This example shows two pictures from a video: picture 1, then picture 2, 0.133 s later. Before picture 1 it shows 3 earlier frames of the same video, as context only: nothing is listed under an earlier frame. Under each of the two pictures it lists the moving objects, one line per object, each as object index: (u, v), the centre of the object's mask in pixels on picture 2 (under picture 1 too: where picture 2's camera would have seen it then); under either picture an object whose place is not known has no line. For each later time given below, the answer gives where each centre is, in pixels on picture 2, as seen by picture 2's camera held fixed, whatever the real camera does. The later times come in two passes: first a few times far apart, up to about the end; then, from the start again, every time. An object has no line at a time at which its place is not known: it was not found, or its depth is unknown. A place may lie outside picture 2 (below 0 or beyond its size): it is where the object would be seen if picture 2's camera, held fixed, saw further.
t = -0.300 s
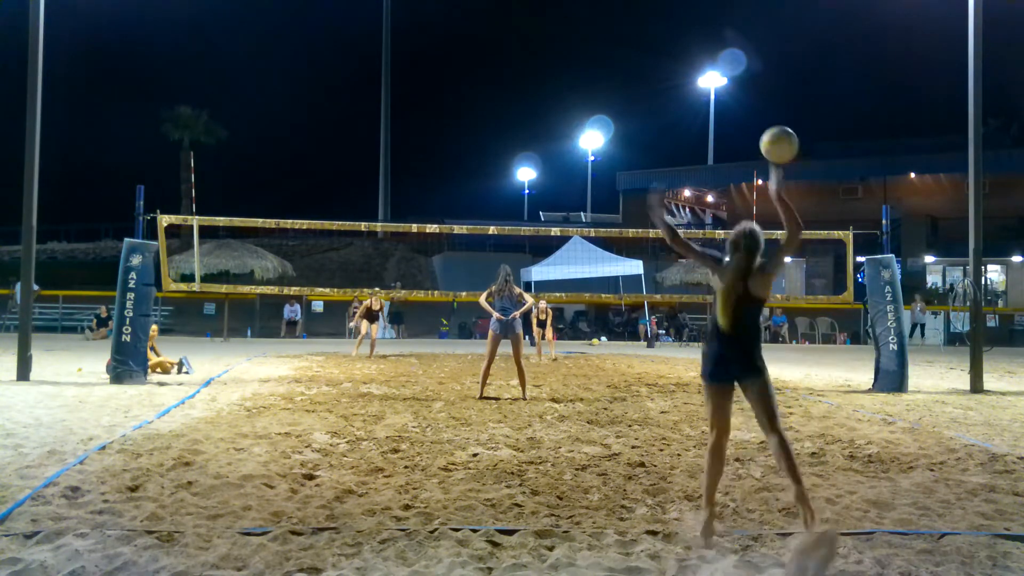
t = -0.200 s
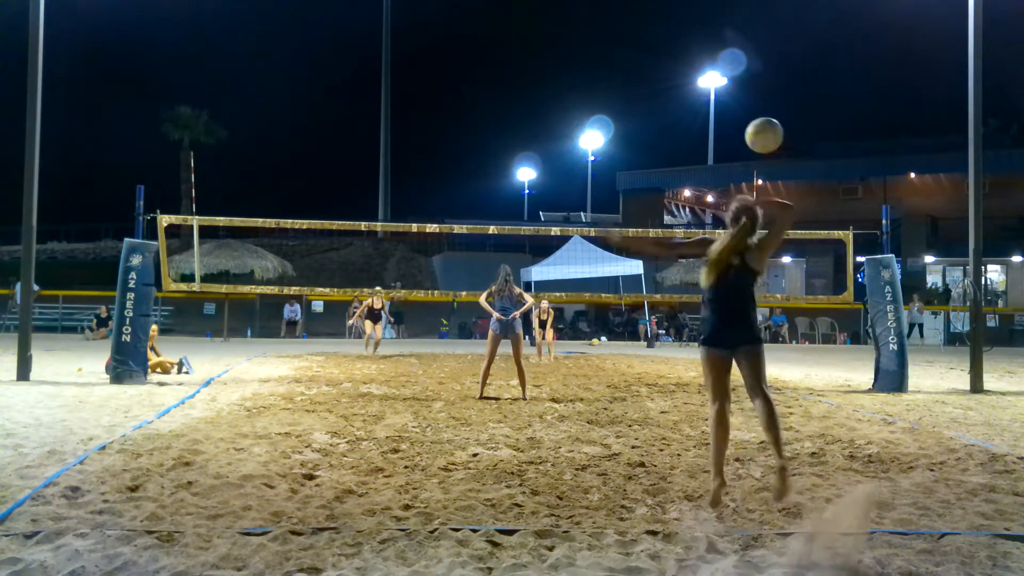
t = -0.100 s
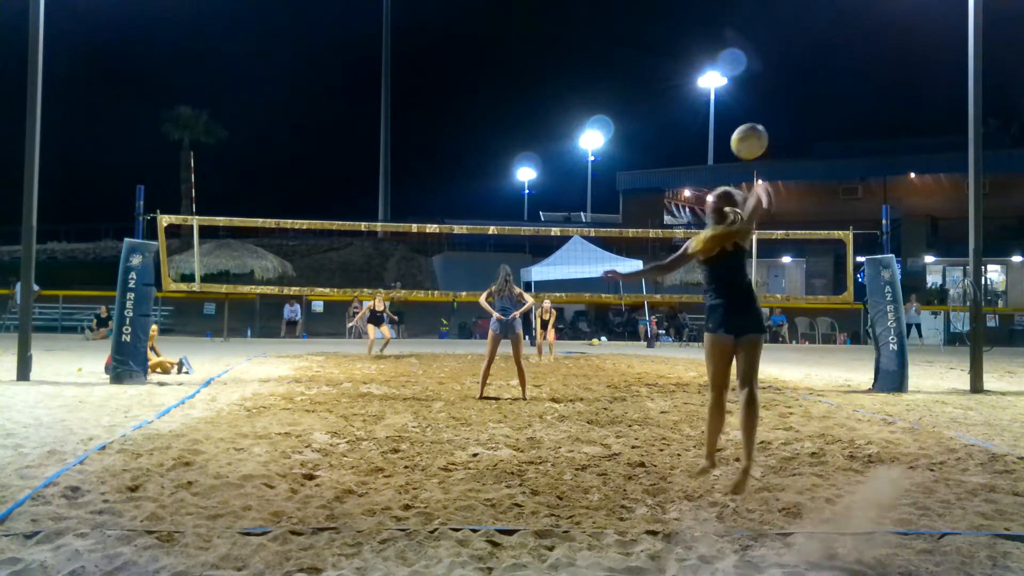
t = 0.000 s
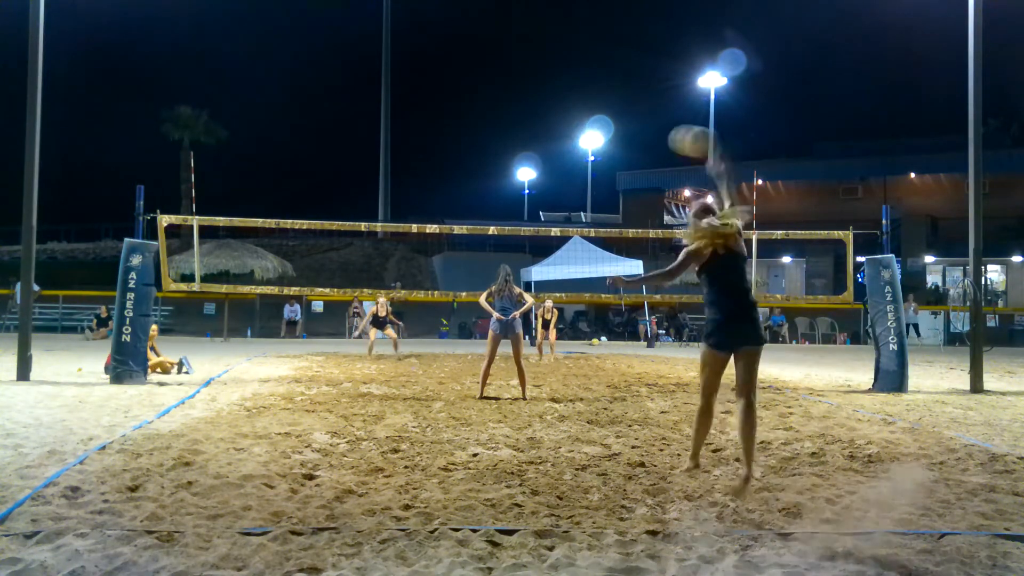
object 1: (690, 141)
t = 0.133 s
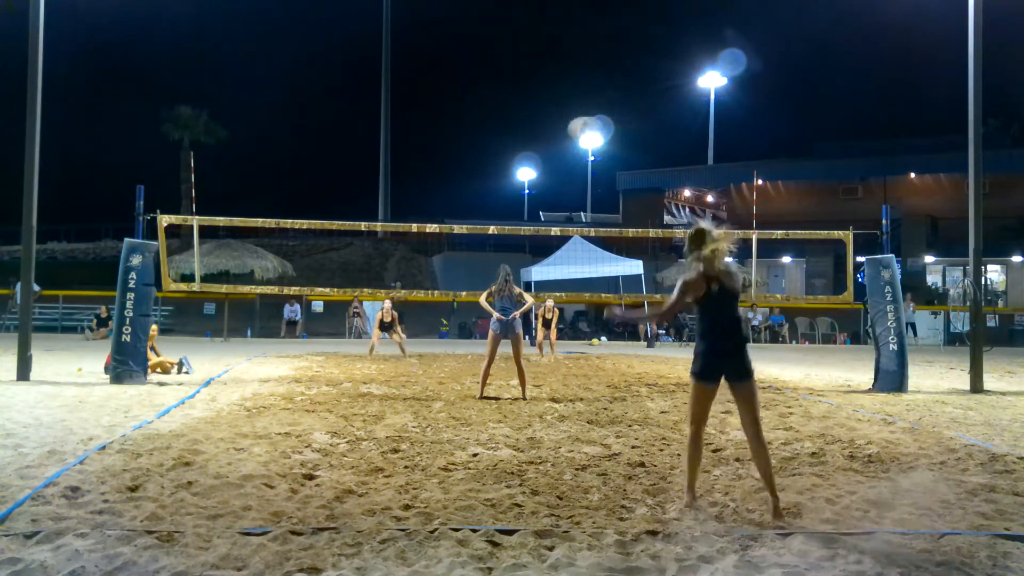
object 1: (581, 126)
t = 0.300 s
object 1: (508, 139)
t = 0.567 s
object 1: (443, 180)
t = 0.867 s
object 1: (400, 247)
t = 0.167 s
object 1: (565, 129)
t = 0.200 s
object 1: (549, 131)
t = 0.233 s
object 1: (533, 133)
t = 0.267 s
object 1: (520, 136)
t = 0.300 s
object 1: (508, 139)
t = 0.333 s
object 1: (497, 143)
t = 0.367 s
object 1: (487, 148)
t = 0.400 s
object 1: (478, 153)
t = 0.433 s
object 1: (470, 158)
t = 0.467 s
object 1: (463, 163)
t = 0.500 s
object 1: (456, 168)
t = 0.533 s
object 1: (449, 174)
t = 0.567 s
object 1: (443, 180)
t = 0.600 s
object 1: (437, 187)
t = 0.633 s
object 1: (431, 194)
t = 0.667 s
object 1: (426, 201)
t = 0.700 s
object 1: (421, 209)
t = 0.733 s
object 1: (417, 216)
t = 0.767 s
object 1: (413, 221)
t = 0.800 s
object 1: (408, 235)
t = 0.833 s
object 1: (404, 239)
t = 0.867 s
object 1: (400, 247)
